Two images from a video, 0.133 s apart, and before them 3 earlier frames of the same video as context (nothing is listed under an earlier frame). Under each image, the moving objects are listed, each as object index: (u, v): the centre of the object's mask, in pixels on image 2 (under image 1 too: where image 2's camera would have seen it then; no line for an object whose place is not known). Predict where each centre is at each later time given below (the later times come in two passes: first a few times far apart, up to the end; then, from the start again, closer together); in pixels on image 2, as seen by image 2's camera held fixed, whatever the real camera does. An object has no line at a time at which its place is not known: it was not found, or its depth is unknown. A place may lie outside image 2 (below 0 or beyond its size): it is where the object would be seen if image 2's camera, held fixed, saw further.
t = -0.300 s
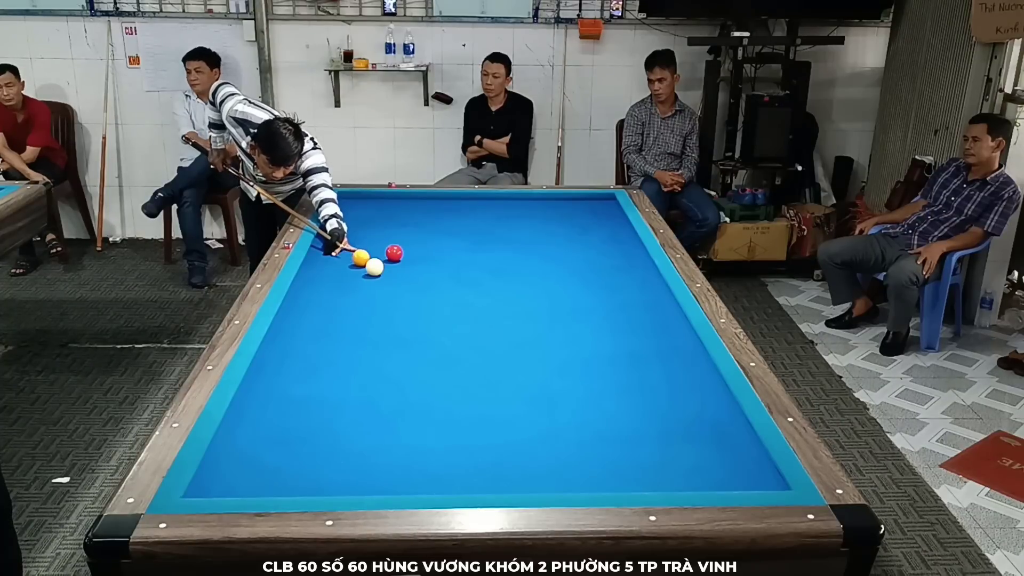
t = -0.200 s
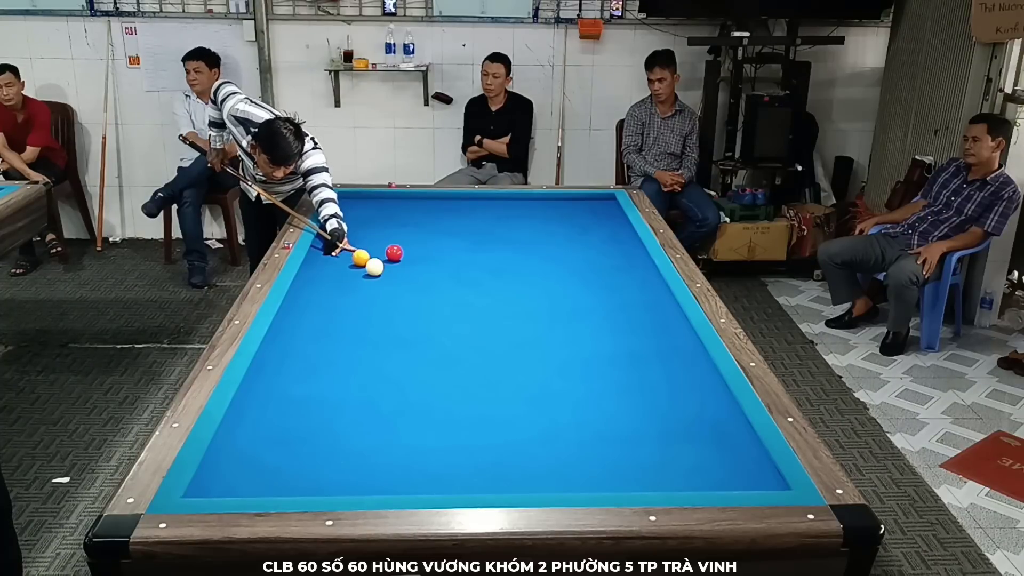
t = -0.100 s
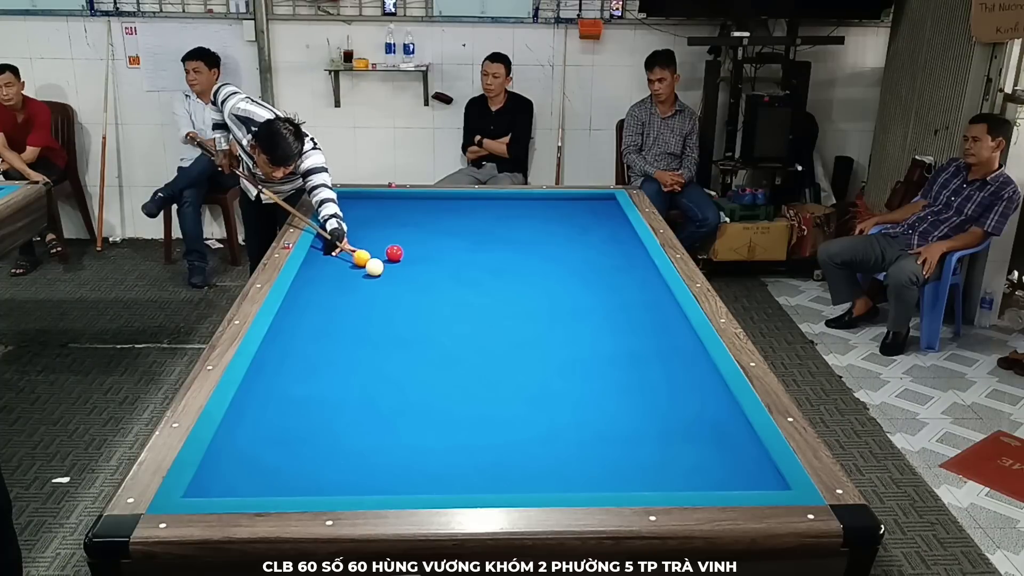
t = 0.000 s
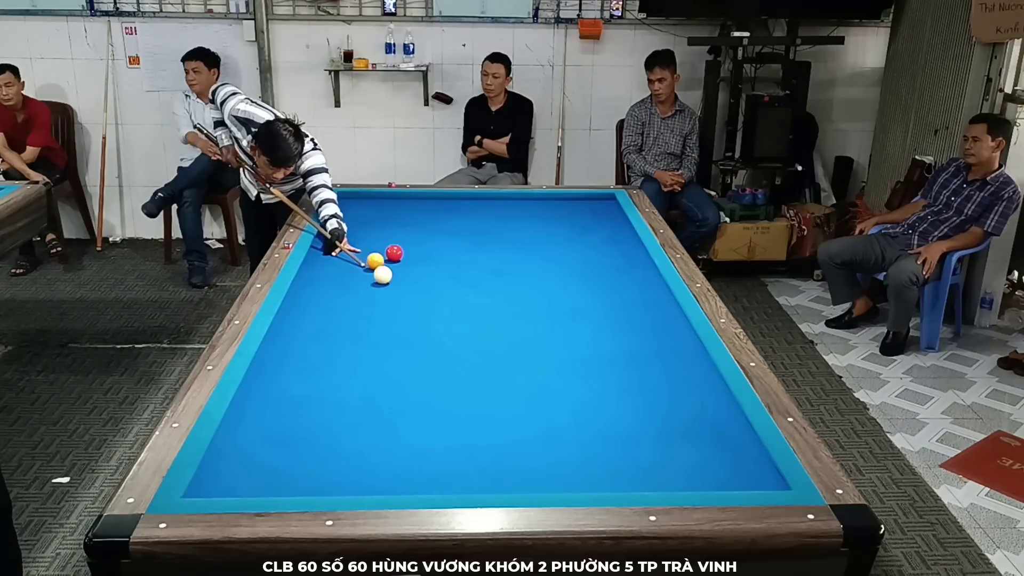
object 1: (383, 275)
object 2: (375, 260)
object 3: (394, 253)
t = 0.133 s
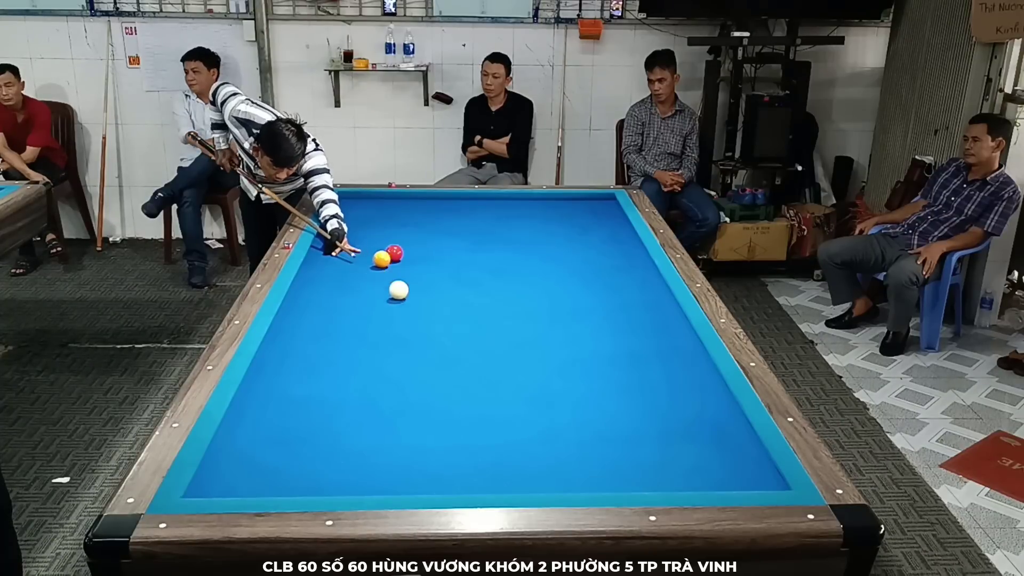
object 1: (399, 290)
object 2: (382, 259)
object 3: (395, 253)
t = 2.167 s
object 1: (663, 397)
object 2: (395, 255)
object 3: (423, 240)
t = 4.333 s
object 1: (606, 285)
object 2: (395, 255)
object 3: (427, 239)
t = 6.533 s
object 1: (537, 237)
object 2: (395, 255)
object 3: (427, 239)
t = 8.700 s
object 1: (509, 216)
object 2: (395, 255)
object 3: (427, 239)
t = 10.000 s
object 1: (505, 212)
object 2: (395, 255)
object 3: (427, 239)
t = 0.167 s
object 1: (402, 294)
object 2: (383, 258)
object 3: (396, 252)
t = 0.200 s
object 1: (406, 297)
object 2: (384, 258)
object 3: (396, 252)
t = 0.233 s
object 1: (410, 301)
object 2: (385, 257)
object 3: (397, 252)
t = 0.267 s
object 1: (414, 305)
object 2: (386, 257)
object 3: (397, 251)
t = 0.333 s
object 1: (422, 313)
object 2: (387, 257)
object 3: (398, 251)
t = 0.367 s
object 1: (426, 317)
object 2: (387, 257)
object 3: (399, 251)
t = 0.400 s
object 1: (431, 321)
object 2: (388, 257)
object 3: (399, 250)
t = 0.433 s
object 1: (435, 325)
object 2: (388, 257)
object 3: (400, 250)
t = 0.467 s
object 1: (439, 329)
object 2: (388, 256)
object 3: (400, 250)
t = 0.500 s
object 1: (444, 334)
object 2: (389, 256)
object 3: (401, 249)
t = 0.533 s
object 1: (449, 338)
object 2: (389, 256)
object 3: (402, 249)
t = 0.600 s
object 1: (458, 347)
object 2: (390, 256)
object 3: (403, 249)
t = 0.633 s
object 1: (463, 352)
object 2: (390, 256)
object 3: (403, 248)
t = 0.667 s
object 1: (468, 357)
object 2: (391, 256)
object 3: (404, 248)
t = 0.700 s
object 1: (473, 362)
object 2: (391, 256)
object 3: (404, 248)
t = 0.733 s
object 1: (478, 367)
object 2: (391, 256)
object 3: (405, 248)
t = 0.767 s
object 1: (484, 372)
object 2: (392, 256)
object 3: (405, 247)
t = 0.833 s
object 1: (495, 383)
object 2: (392, 256)
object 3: (406, 247)
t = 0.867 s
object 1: (500, 388)
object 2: (392, 256)
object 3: (407, 247)
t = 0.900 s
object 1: (506, 394)
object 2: (393, 256)
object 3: (407, 246)
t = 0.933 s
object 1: (512, 400)
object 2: (393, 255)
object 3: (408, 246)
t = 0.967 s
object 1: (519, 406)
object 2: (393, 255)
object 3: (408, 246)
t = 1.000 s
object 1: (525, 412)
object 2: (393, 255)
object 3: (409, 246)
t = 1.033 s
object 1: (531, 419)
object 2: (393, 255)
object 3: (410, 246)
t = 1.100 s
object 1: (545, 432)
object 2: (394, 255)
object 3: (411, 245)
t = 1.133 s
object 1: (552, 439)
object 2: (394, 255)
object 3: (411, 245)
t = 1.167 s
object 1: (559, 446)
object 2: (394, 255)
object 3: (412, 245)
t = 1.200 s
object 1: (566, 453)
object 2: (394, 255)
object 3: (412, 244)
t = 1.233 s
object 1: (574, 460)
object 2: (395, 255)
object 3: (413, 244)
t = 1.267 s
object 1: (581, 468)
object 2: (395, 255)
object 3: (413, 244)
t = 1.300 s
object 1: (589, 475)
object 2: (395, 255)
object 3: (414, 244)
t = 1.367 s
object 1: (605, 485)
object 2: (395, 255)
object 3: (415, 244)
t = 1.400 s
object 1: (608, 481)
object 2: (395, 255)
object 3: (415, 243)
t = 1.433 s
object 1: (610, 477)
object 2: (395, 255)
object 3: (415, 243)
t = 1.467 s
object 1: (613, 472)
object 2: (395, 255)
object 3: (416, 243)
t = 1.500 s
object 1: (616, 467)
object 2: (395, 255)
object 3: (416, 243)
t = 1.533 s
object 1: (618, 463)
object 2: (395, 255)
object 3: (417, 243)
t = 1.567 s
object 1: (621, 459)
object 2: (395, 255)
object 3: (417, 242)
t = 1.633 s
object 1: (626, 451)
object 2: (395, 255)
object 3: (418, 242)
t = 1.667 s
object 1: (629, 447)
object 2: (395, 255)
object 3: (418, 242)
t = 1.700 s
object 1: (632, 443)
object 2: (395, 255)
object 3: (419, 242)
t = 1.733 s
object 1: (634, 440)
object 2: (395, 255)
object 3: (419, 242)
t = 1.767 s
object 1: (637, 436)
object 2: (395, 255)
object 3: (419, 242)
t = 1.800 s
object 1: (639, 432)
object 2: (395, 255)
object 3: (420, 241)
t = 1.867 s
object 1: (644, 426)
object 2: (395, 255)
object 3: (420, 241)
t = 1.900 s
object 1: (646, 422)
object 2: (395, 255)
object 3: (421, 241)
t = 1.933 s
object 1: (648, 419)
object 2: (395, 255)
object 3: (421, 241)
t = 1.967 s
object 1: (651, 416)
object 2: (395, 255)
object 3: (421, 241)
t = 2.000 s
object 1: (653, 412)
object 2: (395, 255)
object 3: (422, 241)
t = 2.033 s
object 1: (655, 409)
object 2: (395, 255)
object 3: (422, 240)
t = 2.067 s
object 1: (657, 406)
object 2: (395, 255)
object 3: (422, 240)
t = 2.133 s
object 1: (661, 400)
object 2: (395, 255)
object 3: (423, 240)
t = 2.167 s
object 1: (663, 397)
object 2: (395, 255)
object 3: (423, 240)
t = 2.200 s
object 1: (665, 394)
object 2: (395, 255)
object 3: (423, 240)
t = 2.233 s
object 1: (667, 391)
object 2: (395, 255)
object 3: (423, 240)
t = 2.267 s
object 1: (669, 389)
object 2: (395, 255)
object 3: (424, 240)
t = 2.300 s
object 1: (671, 386)
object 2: (395, 255)
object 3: (424, 240)
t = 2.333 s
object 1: (673, 383)
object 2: (395, 255)
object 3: (424, 240)
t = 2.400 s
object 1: (676, 378)
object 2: (395, 255)
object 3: (424, 240)
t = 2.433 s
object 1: (678, 375)
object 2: (395, 255)
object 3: (425, 239)
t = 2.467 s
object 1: (680, 373)
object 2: (395, 255)
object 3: (425, 239)
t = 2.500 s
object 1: (682, 370)
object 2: (395, 255)
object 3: (425, 240)
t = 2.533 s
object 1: (683, 368)
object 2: (395, 255)
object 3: (425, 239)
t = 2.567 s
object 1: (685, 365)
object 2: (395, 255)
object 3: (425, 239)
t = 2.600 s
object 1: (686, 363)
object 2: (395, 255)
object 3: (426, 239)
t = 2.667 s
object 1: (690, 358)
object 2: (395, 255)
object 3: (426, 239)
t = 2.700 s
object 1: (691, 356)
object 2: (395, 255)
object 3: (426, 239)
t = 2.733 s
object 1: (693, 354)
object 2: (395, 255)
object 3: (426, 239)
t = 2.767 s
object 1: (694, 352)
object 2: (395, 255)
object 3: (426, 239)
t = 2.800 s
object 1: (696, 349)
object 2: (395, 255)
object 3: (426, 239)
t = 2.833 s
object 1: (694, 347)
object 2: (395, 255)
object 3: (426, 239)
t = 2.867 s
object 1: (691, 346)
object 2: (395, 255)
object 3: (427, 239)
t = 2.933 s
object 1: (686, 342)
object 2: (395, 255)
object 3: (427, 239)
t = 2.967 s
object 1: (684, 340)
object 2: (395, 255)
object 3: (427, 239)
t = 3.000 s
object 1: (682, 339)
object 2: (395, 255)
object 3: (427, 239)
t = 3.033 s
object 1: (679, 337)
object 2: (395, 255)
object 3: (427, 239)
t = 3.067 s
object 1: (677, 335)
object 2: (395, 255)
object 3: (427, 239)
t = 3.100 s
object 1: (675, 334)
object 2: (395, 255)
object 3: (427, 239)
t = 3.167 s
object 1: (670, 330)
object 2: (395, 255)
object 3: (427, 239)
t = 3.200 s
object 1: (668, 329)
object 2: (395, 255)
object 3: (427, 239)
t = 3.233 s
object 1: (666, 327)
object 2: (395, 255)
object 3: (427, 239)
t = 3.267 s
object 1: (664, 326)
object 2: (395, 255)
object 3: (427, 239)
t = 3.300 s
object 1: (661, 324)
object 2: (395, 255)
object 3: (427, 239)
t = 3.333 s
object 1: (659, 323)
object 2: (395, 255)
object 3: (427, 239)
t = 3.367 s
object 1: (657, 321)
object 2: (395, 255)
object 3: (427, 239)
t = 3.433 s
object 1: (653, 318)
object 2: (395, 255)
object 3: (427, 239)
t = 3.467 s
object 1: (651, 317)
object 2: (395, 255)
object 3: (427, 239)
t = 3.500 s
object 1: (649, 315)
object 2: (395, 255)
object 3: (427, 239)
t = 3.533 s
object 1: (647, 314)
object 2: (395, 255)
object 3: (427, 239)
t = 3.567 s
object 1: (645, 313)
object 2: (395, 255)
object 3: (427, 239)
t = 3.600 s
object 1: (643, 311)
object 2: (395, 255)
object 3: (427, 239)
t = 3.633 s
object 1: (641, 310)
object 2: (395, 255)
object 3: (427, 239)
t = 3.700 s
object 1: (637, 307)
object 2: (395, 255)
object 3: (427, 239)
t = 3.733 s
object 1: (636, 306)
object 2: (395, 255)
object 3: (427, 239)
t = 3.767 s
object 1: (634, 305)
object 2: (395, 255)
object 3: (427, 239)
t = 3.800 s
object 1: (632, 303)
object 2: (395, 255)
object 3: (427, 239)
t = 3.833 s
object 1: (630, 302)
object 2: (395, 255)
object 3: (427, 239)
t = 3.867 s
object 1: (629, 301)
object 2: (395, 255)
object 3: (427, 239)
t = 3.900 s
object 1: (627, 300)
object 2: (395, 255)
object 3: (427, 239)
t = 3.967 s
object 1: (623, 297)
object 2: (395, 255)
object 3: (427, 239)
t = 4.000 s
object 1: (622, 296)
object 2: (395, 255)
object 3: (427, 239)
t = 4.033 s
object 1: (620, 295)
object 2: (395, 255)
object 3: (427, 239)
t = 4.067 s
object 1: (618, 294)
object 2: (395, 255)
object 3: (427, 239)
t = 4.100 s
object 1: (617, 293)
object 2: (395, 255)
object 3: (427, 239)
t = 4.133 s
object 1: (615, 292)
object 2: (395, 255)
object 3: (427, 239)
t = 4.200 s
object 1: (612, 289)
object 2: (395, 255)
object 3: (427, 239)
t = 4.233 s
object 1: (610, 288)
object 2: (395, 255)
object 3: (427, 239)
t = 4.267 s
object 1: (609, 287)
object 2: (395, 255)
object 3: (427, 239)
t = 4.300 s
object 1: (607, 286)
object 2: (395, 255)
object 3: (427, 239)
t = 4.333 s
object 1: (606, 285)
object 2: (395, 255)
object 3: (427, 239)
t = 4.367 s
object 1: (605, 284)
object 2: (395, 255)
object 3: (427, 239)
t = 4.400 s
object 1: (603, 283)
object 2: (395, 255)
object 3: (427, 239)
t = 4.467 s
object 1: (600, 281)
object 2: (395, 255)
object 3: (427, 239)
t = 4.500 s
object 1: (599, 280)
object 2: (395, 255)
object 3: (427, 239)
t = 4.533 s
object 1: (597, 279)
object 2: (395, 255)
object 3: (427, 239)
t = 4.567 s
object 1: (596, 278)
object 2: (395, 255)
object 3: (427, 239)
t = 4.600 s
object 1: (595, 277)
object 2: (395, 255)
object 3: (427, 239)
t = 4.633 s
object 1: (593, 276)
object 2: (395, 255)
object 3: (427, 239)
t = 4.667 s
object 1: (592, 275)
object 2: (395, 255)
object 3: (427, 239)
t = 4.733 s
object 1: (589, 273)
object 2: (395, 255)
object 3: (427, 239)
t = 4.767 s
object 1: (588, 273)
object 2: (395, 255)
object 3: (427, 239)
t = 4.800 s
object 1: (587, 272)
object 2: (395, 255)
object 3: (427, 239)
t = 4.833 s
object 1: (585, 271)
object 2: (395, 255)
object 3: (427, 239)
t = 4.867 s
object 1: (584, 270)
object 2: (395, 255)
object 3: (427, 239)
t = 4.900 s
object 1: (583, 269)
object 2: (395, 255)
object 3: (427, 239)
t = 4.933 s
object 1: (582, 268)
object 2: (395, 255)
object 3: (427, 239)
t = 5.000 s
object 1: (579, 267)
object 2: (395, 255)
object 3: (427, 239)
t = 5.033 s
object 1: (578, 266)
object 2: (395, 255)
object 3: (427, 239)
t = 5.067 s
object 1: (577, 265)
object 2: (395, 255)
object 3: (427, 239)
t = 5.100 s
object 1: (576, 264)
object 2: (395, 255)
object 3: (427, 239)
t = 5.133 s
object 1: (575, 263)
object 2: (395, 255)
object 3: (427, 239)
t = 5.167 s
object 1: (574, 263)
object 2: (395, 255)
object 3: (427, 239)
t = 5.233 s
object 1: (572, 261)
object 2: (395, 255)
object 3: (427, 239)
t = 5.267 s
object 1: (571, 260)
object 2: (395, 255)
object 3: (427, 239)
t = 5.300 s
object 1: (569, 259)
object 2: (395, 255)
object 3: (427, 239)
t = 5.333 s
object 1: (568, 259)
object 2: (395, 255)
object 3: (427, 239)
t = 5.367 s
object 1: (567, 258)
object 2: (395, 255)
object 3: (427, 239)
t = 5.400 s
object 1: (566, 257)
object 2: (395, 255)
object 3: (427, 239)
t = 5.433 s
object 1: (565, 256)
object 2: (395, 255)
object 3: (427, 239)
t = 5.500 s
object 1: (563, 255)
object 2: (395, 255)
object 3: (427, 239)
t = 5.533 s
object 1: (562, 254)
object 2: (395, 255)
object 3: (427, 239)
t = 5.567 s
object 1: (561, 254)
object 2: (395, 255)
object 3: (427, 239)
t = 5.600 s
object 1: (560, 253)
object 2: (395, 255)
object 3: (427, 239)
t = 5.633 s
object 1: (560, 252)
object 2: (395, 255)
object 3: (427, 239)
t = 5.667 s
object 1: (559, 252)
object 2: (395, 255)
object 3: (426, 239)
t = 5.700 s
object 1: (558, 251)
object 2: (395, 255)
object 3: (427, 239)
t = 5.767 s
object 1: (556, 250)
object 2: (395, 255)
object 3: (427, 239)
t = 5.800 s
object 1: (555, 249)
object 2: (395, 255)
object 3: (426, 239)
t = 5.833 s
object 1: (554, 249)
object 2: (395, 255)
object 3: (427, 239)
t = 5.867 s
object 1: (553, 248)
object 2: (395, 255)
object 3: (427, 239)
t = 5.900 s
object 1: (552, 247)
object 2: (395, 255)
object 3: (427, 239)
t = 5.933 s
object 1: (551, 247)
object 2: (395, 255)
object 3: (427, 239)
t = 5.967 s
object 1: (550, 246)
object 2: (395, 255)
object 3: (427, 239)
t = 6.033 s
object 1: (549, 245)
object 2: (395, 255)
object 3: (426, 239)
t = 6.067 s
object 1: (548, 244)
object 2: (395, 255)
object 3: (427, 239)
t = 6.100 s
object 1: (547, 244)
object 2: (395, 255)
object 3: (427, 239)
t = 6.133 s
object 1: (546, 243)
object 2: (395, 255)
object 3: (426, 239)
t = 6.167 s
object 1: (545, 243)
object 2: (395, 255)
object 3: (427, 239)
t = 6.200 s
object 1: (545, 242)
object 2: (395, 255)
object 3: (427, 239)
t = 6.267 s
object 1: (543, 241)
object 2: (395, 255)
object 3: (427, 239)
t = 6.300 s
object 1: (542, 241)
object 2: (395, 255)
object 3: (427, 239)
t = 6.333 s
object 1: (542, 240)
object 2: (395, 255)
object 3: (427, 239)
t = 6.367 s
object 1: (541, 240)
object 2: (395, 255)
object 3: (426, 239)
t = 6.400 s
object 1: (540, 239)
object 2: (395, 255)
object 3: (427, 239)
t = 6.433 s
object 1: (539, 238)
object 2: (395, 255)
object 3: (427, 239)
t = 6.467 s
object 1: (539, 238)
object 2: (395, 255)
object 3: (427, 239)
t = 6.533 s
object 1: (537, 237)
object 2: (395, 255)
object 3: (427, 239)
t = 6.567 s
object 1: (537, 237)
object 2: (395, 255)
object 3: (427, 239)
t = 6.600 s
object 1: (536, 236)
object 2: (395, 255)
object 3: (427, 239)
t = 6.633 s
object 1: (535, 236)
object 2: (395, 255)
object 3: (427, 239)
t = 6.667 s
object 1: (535, 235)
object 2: (395, 255)
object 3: (426, 239)
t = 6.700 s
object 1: (534, 235)
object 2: (395, 255)
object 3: (427, 239)
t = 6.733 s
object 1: (533, 234)
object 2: (395, 255)
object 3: (427, 239)
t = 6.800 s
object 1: (532, 233)
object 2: (395, 255)
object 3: (427, 239)
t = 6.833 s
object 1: (531, 233)
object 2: (395, 255)
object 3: (427, 239)
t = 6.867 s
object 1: (531, 232)
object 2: (395, 255)
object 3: (427, 239)
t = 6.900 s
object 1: (530, 232)
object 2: (395, 255)
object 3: (427, 239)
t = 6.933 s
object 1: (530, 232)
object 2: (395, 255)
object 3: (427, 239)
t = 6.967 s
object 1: (529, 231)
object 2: (395, 255)
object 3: (427, 239)
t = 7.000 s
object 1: (528, 231)
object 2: (395, 255)
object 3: (427, 239)
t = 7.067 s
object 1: (527, 230)
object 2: (395, 255)
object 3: (427, 239)
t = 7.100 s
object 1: (527, 230)
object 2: (395, 255)
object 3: (427, 239)
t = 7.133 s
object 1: (526, 229)
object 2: (395, 255)
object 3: (426, 239)
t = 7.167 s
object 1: (526, 229)
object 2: (395, 255)
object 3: (427, 239)
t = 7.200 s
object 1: (525, 229)
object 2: (395, 255)
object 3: (427, 239)
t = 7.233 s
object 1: (525, 228)
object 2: (395, 255)
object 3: (427, 239)
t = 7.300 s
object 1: (523, 227)
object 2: (395, 255)
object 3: (427, 239)
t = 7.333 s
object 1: (523, 227)
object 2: (395, 255)
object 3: (427, 239)
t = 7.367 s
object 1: (522, 227)
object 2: (395, 255)
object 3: (426, 239)
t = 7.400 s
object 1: (522, 226)
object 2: (395, 255)
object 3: (426, 239)
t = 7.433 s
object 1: (521, 226)
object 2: (395, 255)
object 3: (426, 239)
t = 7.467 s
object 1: (521, 226)
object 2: (395, 255)
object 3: (427, 239)
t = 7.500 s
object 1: (521, 225)
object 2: (395, 255)
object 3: (426, 239)
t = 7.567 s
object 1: (520, 225)
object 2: (395, 255)
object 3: (426, 239)
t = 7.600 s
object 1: (519, 224)
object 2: (395, 255)
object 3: (427, 239)
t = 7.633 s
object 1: (519, 224)
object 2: (395, 255)
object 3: (427, 239)
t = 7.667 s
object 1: (518, 224)
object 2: (395, 255)
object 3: (426, 239)
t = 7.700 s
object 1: (518, 223)
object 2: (395, 255)
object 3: (427, 239)
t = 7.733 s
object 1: (517, 223)
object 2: (395, 255)
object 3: (427, 239)
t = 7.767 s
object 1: (517, 223)
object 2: (395, 255)
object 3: (427, 239)
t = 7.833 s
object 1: (516, 222)
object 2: (395, 255)
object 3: (427, 239)
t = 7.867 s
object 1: (516, 222)
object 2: (395, 255)
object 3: (427, 239)
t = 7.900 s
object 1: (515, 222)
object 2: (395, 255)
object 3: (426, 239)
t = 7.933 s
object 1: (515, 222)
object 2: (395, 255)
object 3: (427, 239)
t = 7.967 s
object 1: (515, 221)
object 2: (395, 255)
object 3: (427, 239)
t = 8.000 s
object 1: (514, 221)
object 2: (395, 255)
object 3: (426, 239)
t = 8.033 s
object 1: (514, 221)
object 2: (395, 255)
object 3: (427, 239)
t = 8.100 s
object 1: (513, 220)
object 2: (395, 255)
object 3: (427, 239)
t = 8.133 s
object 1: (513, 220)
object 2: (395, 255)
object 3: (427, 239)
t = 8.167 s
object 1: (513, 220)
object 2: (395, 255)
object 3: (427, 239)
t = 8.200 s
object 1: (512, 219)
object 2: (395, 255)
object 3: (427, 239)
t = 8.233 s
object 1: (512, 219)
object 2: (395, 255)
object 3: (427, 239)
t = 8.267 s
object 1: (512, 219)
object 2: (395, 255)
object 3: (427, 239)
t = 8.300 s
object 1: (511, 219)
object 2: (395, 255)
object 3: (427, 239)
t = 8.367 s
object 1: (511, 218)
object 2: (395, 255)
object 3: (426, 239)
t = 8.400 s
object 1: (511, 218)
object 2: (395, 255)
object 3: (427, 239)
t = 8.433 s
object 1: (511, 218)
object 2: (395, 255)
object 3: (427, 239)
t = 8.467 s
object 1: (510, 218)
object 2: (395, 255)
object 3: (427, 239)
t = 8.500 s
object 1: (510, 217)
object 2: (395, 255)
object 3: (427, 239)
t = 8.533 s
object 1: (510, 217)
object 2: (395, 255)
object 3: (427, 239)
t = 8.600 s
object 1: (509, 217)
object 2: (395, 255)
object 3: (426, 239)
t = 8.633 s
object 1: (509, 217)
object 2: (395, 255)
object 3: (427, 239)
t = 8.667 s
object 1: (509, 217)
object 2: (395, 255)
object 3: (426, 239)
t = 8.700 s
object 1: (509, 216)
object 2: (395, 255)
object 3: (427, 239)
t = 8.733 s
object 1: (509, 216)
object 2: (395, 255)
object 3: (427, 239)
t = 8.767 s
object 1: (508, 216)
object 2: (395, 255)
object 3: (426, 239)
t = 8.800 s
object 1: (508, 216)
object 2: (395, 255)
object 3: (427, 239)
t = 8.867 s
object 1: (508, 215)
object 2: (395, 255)
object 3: (427, 239)
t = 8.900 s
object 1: (508, 215)
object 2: (395, 255)
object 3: (426, 239)
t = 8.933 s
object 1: (508, 215)
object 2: (395, 255)
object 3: (427, 239)
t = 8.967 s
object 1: (507, 215)
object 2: (395, 255)
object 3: (427, 239)
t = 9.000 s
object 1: (507, 215)
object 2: (395, 255)
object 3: (426, 239)
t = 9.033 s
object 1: (507, 215)
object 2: (395, 255)
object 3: (427, 239)
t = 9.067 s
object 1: (507, 214)
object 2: (395, 255)
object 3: (426, 239)
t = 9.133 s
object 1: (507, 214)
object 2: (395, 255)
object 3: (427, 239)
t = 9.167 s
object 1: (506, 214)
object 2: (395, 255)
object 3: (427, 239)
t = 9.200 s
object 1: (506, 214)
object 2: (395, 255)
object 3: (427, 239)
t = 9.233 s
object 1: (506, 214)
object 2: (395, 255)
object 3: (427, 239)
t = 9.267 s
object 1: (506, 214)
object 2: (395, 255)
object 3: (427, 239)
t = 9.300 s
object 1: (506, 214)
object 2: (395, 255)
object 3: (427, 239)
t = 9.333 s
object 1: (506, 213)
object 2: (395, 255)
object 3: (427, 239)
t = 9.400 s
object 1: (506, 213)
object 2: (395, 255)
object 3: (427, 239)
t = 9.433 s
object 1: (506, 213)
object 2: (395, 255)
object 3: (426, 239)
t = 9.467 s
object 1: (505, 213)
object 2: (395, 255)
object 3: (427, 239)
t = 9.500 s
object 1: (505, 213)
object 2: (395, 255)
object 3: (427, 239)
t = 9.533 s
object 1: (505, 213)
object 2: (395, 255)
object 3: (427, 239)
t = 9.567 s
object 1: (505, 213)
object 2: (395, 255)
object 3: (426, 239)
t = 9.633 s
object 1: (505, 213)
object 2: (395, 255)
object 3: (426, 239)
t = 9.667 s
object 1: (505, 212)
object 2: (395, 255)
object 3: (427, 239)
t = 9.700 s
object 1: (505, 213)
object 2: (395, 255)
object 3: (426, 239)
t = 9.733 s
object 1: (505, 212)
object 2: (395, 255)
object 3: (427, 239)
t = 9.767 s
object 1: (505, 212)
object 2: (395, 255)
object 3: (426, 239)
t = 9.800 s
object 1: (505, 212)
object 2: (395, 255)
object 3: (427, 239)
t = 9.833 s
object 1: (505, 212)
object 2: (395, 255)
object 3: (427, 239)
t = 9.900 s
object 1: (505, 212)
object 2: (395, 255)
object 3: (426, 239)
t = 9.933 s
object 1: (504, 212)
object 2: (395, 255)
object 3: (427, 239)
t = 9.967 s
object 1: (504, 212)
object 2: (395, 255)
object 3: (427, 239)
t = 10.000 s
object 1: (505, 212)
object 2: (395, 255)
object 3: (427, 239)
